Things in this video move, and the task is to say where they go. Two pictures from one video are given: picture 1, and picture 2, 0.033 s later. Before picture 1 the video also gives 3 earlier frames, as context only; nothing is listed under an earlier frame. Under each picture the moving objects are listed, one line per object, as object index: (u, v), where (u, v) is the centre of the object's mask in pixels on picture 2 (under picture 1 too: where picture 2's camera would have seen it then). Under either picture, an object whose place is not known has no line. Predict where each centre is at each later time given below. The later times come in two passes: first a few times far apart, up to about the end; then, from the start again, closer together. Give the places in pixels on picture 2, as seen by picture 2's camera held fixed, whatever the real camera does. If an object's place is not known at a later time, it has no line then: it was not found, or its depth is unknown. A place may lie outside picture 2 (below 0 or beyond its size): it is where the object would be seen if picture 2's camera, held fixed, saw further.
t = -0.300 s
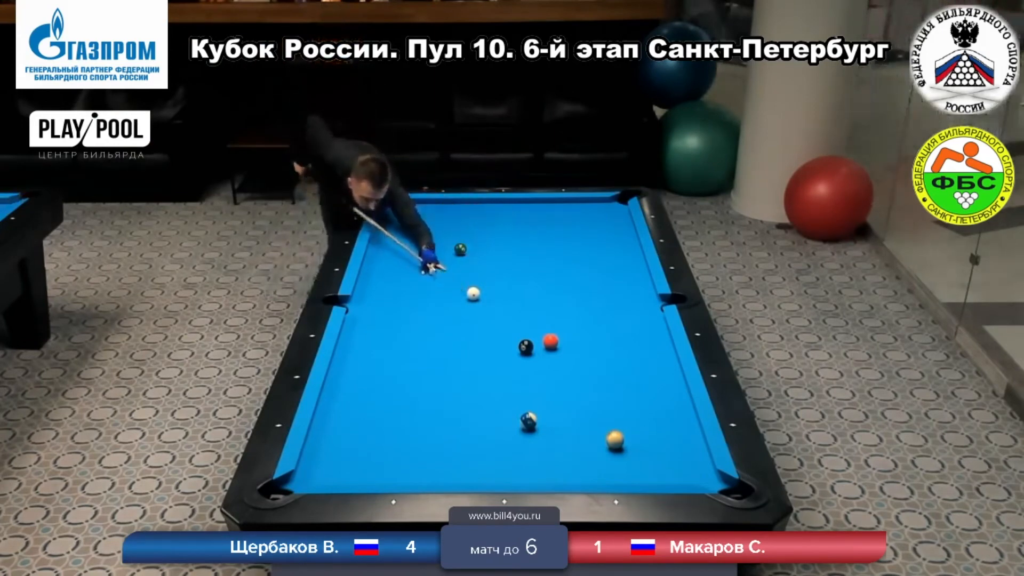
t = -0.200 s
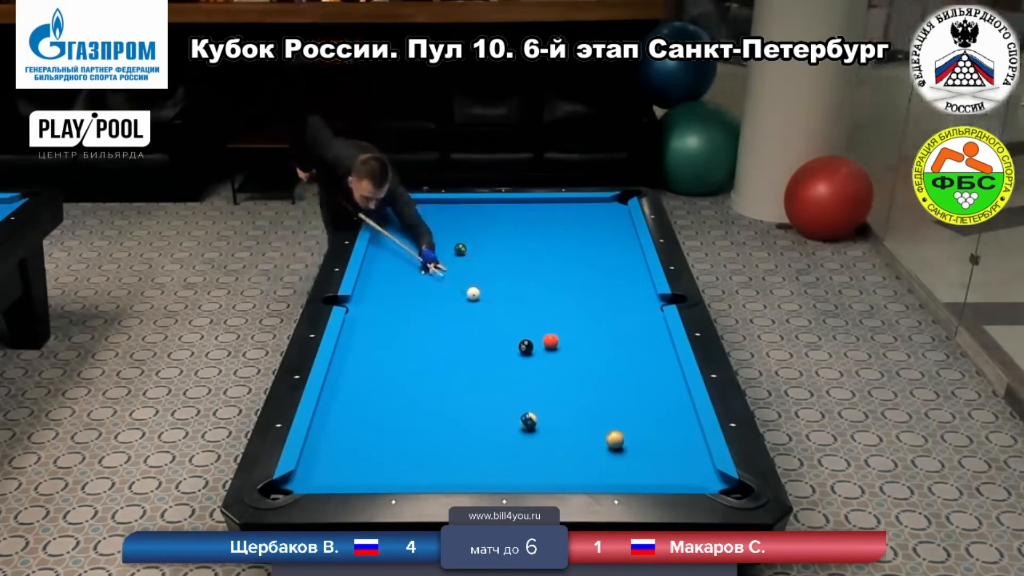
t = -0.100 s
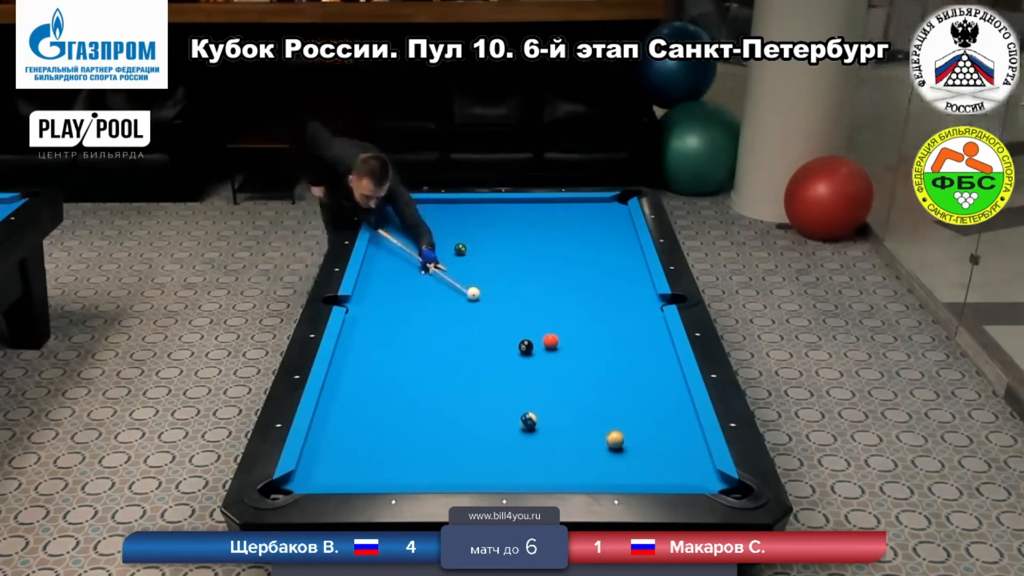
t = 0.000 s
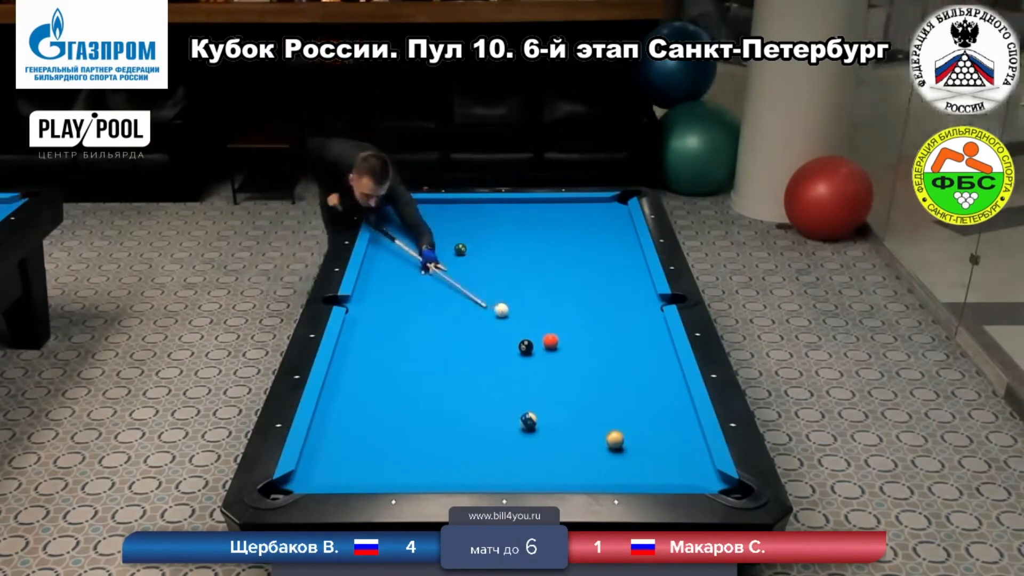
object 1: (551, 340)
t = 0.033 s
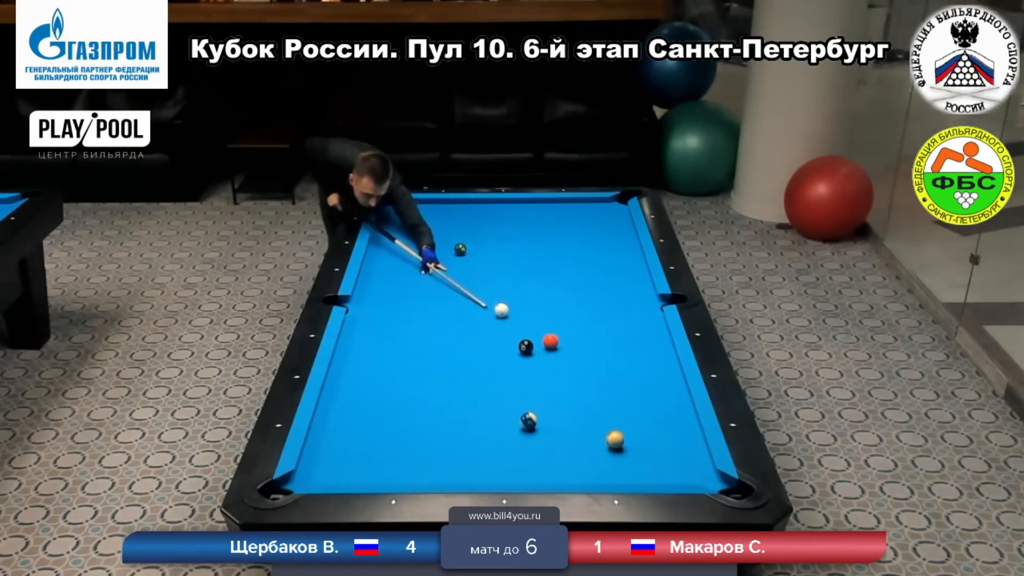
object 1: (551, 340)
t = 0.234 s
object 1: (567, 355)
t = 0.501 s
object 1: (613, 398)
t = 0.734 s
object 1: (656, 437)
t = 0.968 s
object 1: (706, 480)
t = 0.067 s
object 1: (551, 340)
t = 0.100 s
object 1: (551, 341)
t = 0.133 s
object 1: (551, 341)
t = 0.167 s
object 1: (554, 344)
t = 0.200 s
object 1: (560, 349)
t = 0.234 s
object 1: (567, 355)
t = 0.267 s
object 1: (573, 361)
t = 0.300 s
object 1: (579, 366)
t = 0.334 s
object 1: (585, 371)
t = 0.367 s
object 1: (590, 377)
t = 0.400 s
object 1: (596, 382)
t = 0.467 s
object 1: (607, 392)
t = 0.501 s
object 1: (613, 398)
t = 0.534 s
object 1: (619, 403)
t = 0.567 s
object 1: (625, 408)
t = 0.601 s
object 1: (631, 414)
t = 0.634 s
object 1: (637, 419)
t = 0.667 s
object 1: (643, 425)
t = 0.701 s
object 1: (650, 431)
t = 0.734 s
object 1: (656, 437)
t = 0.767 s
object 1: (663, 443)
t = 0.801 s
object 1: (670, 450)
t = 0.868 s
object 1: (684, 462)
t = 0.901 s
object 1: (691, 469)
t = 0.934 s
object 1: (699, 475)
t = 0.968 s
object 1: (706, 480)
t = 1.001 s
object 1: (715, 485)
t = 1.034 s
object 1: (725, 491)
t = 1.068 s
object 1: (735, 497)
